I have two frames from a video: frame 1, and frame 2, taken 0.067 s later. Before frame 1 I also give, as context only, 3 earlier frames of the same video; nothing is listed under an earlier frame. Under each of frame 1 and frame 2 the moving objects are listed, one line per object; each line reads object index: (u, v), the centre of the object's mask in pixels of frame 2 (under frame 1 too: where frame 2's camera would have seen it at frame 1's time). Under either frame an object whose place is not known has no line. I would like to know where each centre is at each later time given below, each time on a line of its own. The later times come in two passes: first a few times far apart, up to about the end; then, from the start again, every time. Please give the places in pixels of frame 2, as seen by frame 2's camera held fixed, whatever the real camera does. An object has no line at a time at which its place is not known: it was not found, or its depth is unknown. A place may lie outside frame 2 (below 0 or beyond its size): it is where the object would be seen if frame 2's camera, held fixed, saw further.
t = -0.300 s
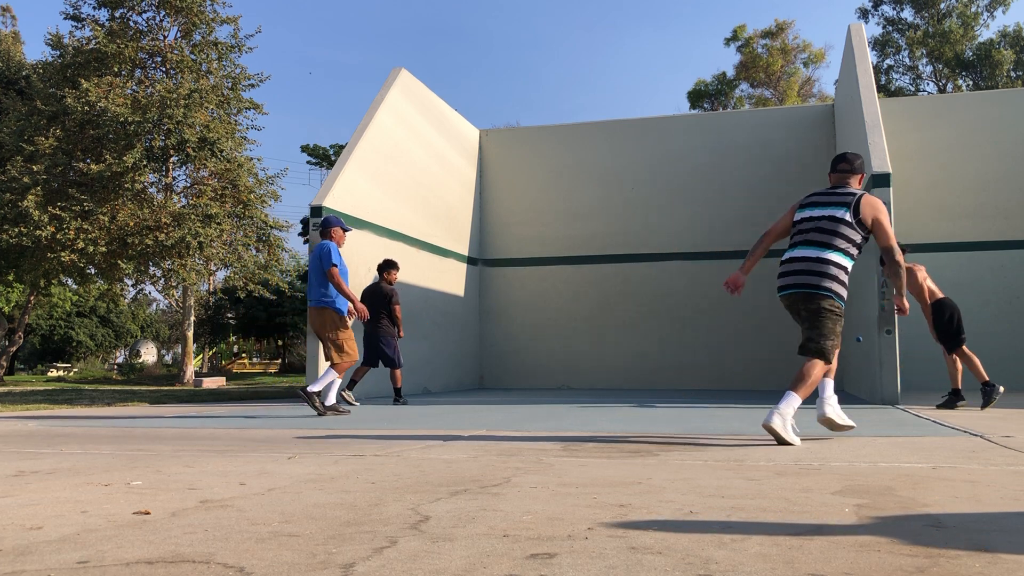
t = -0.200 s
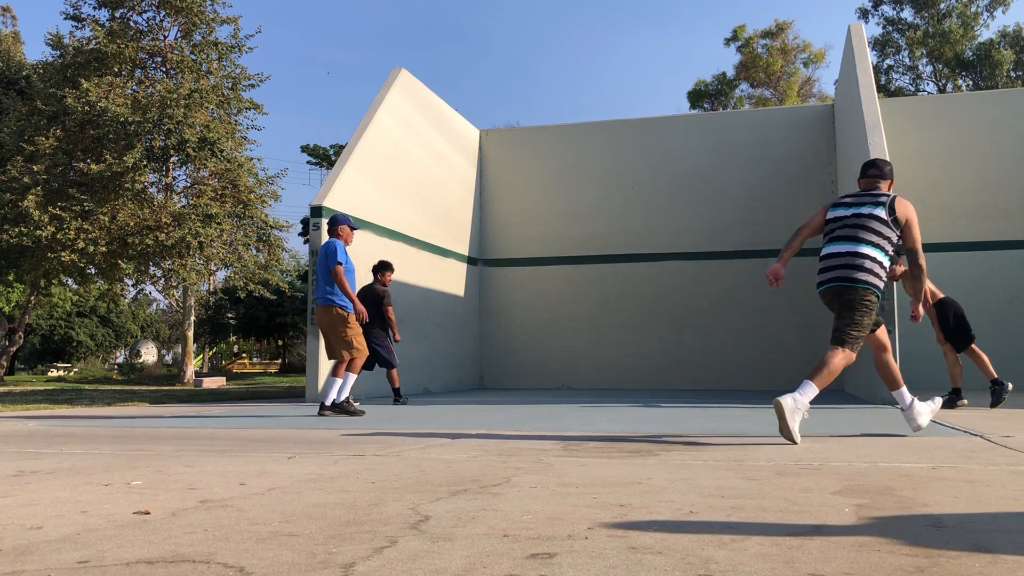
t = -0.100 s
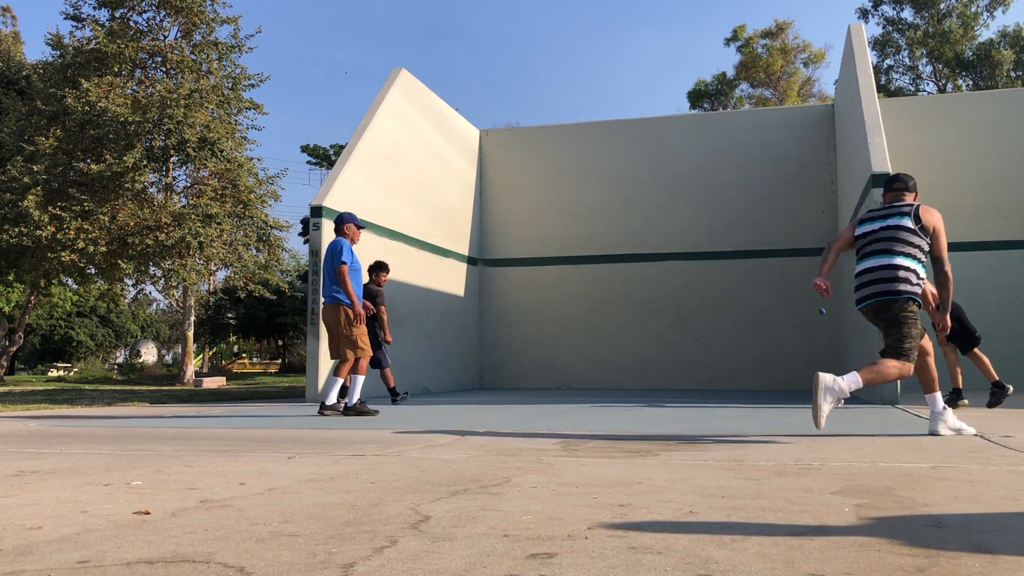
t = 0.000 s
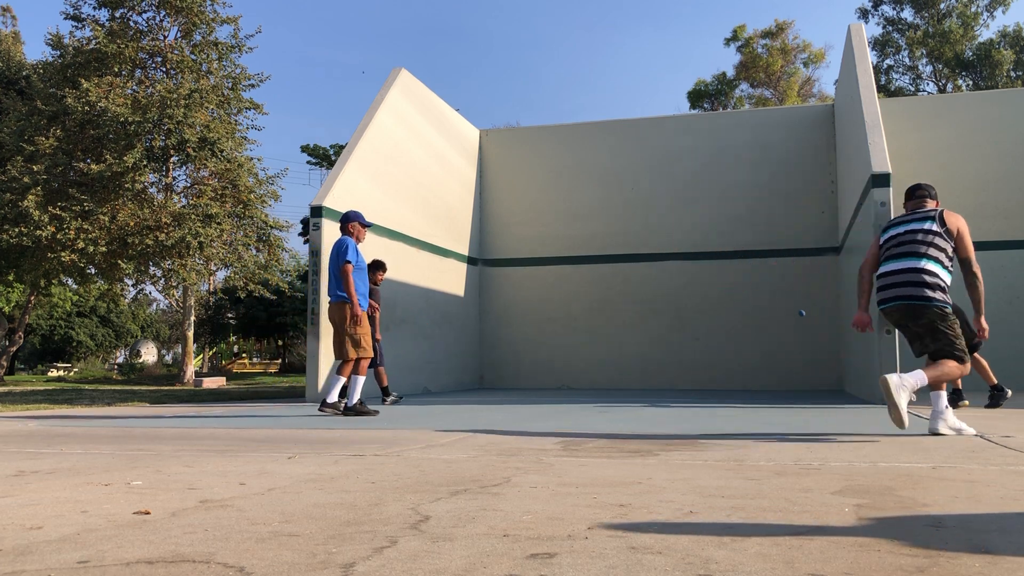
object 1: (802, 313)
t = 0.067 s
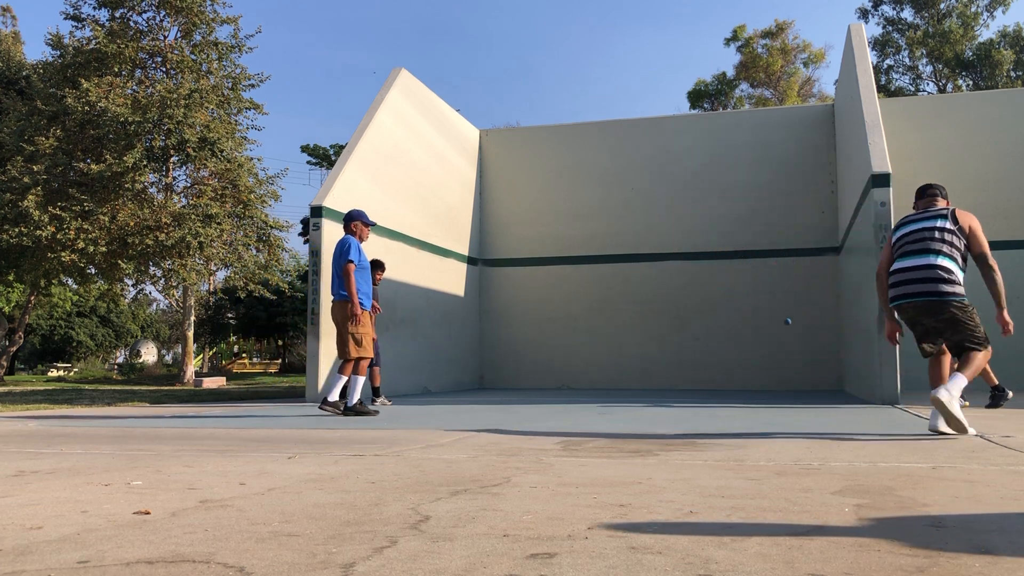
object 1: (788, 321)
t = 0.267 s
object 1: (740, 388)
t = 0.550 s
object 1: (699, 331)
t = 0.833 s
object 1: (656, 323)
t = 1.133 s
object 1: (584, 395)
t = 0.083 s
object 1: (784, 325)
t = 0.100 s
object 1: (780, 328)
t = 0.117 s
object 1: (776, 332)
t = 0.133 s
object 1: (772, 336)
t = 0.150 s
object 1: (768, 341)
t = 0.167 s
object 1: (765, 346)
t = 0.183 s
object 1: (761, 352)
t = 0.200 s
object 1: (756, 358)
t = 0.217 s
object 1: (753, 365)
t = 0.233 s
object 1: (748, 372)
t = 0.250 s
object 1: (744, 380)
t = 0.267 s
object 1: (740, 388)
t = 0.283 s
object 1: (736, 397)
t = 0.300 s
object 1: (731, 406)
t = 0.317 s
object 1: (726, 416)
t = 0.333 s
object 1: (724, 415)
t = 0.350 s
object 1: (722, 406)
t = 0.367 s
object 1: (721, 399)
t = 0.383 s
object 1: (719, 391)
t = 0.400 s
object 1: (718, 384)
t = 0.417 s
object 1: (715, 376)
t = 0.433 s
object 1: (714, 370)
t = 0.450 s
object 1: (711, 363)
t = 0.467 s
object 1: (710, 357)
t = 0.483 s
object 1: (707, 351)
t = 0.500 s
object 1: (705, 346)
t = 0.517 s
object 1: (704, 341)
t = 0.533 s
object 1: (702, 336)
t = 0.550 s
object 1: (699, 331)
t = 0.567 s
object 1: (697, 327)
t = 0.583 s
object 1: (695, 323)
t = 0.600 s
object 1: (693, 320)
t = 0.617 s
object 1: (691, 317)
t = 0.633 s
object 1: (688, 314)
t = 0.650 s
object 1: (686, 312)
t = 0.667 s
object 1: (684, 310)
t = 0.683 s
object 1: (681, 309)
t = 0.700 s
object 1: (678, 308)
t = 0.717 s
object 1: (676, 308)
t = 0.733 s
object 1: (674, 308)
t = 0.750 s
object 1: (671, 309)
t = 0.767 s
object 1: (668, 311)
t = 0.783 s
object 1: (665, 313)
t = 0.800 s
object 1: (662, 315)
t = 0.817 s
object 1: (660, 319)
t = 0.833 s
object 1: (656, 323)
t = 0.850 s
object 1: (653, 328)
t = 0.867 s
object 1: (650, 333)
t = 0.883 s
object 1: (647, 340)
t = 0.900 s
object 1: (644, 347)
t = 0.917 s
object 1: (640, 355)
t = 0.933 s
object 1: (636, 364)
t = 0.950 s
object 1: (633, 375)
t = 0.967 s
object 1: (629, 386)
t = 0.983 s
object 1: (625, 398)
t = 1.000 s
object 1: (621, 412)
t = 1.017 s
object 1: (617, 427)
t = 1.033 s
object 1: (612, 443)
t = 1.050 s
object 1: (608, 460)
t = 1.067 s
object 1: (604, 447)
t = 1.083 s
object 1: (599, 433)
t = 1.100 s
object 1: (594, 420)
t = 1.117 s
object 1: (590, 407)
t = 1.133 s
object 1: (584, 395)
